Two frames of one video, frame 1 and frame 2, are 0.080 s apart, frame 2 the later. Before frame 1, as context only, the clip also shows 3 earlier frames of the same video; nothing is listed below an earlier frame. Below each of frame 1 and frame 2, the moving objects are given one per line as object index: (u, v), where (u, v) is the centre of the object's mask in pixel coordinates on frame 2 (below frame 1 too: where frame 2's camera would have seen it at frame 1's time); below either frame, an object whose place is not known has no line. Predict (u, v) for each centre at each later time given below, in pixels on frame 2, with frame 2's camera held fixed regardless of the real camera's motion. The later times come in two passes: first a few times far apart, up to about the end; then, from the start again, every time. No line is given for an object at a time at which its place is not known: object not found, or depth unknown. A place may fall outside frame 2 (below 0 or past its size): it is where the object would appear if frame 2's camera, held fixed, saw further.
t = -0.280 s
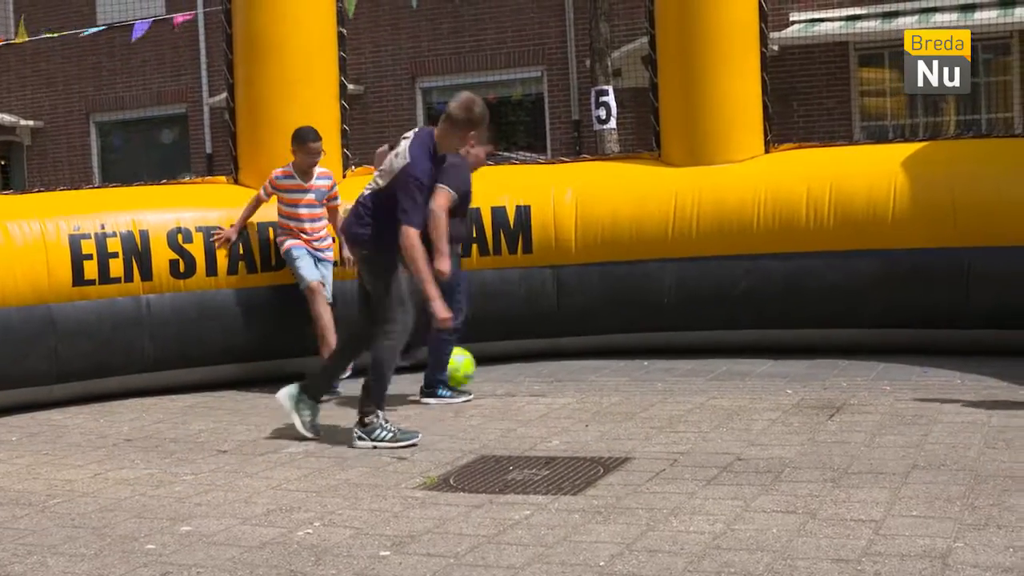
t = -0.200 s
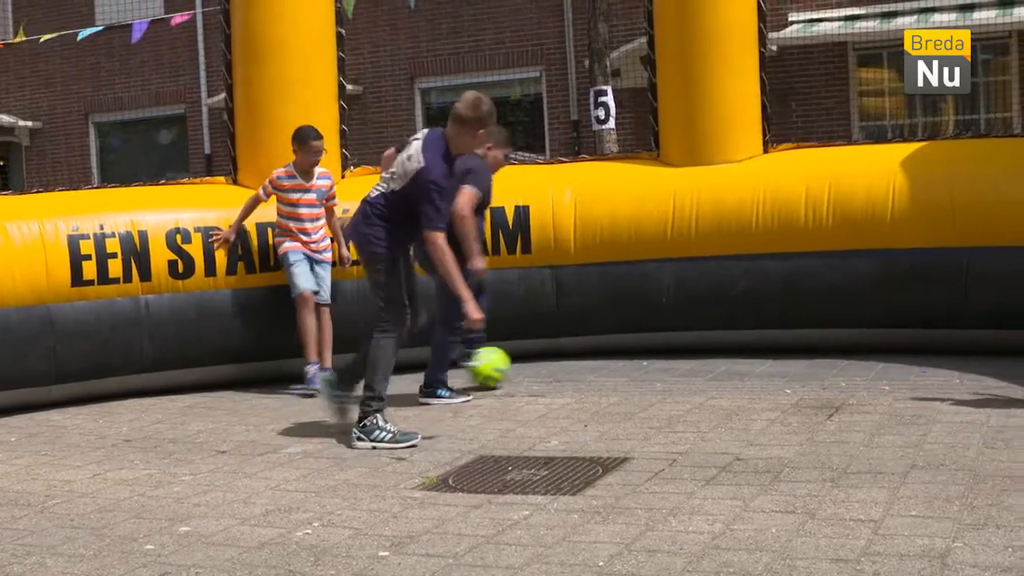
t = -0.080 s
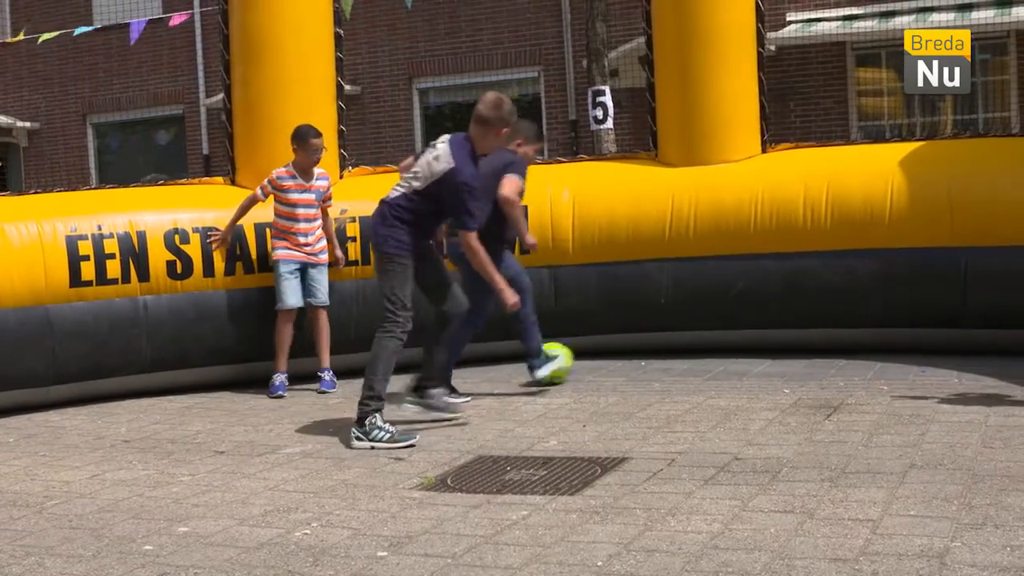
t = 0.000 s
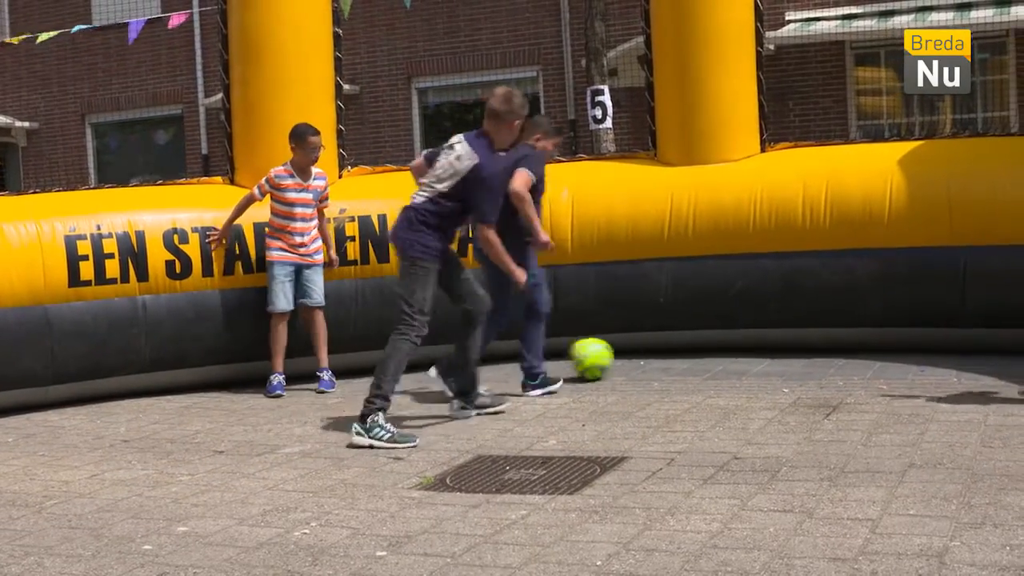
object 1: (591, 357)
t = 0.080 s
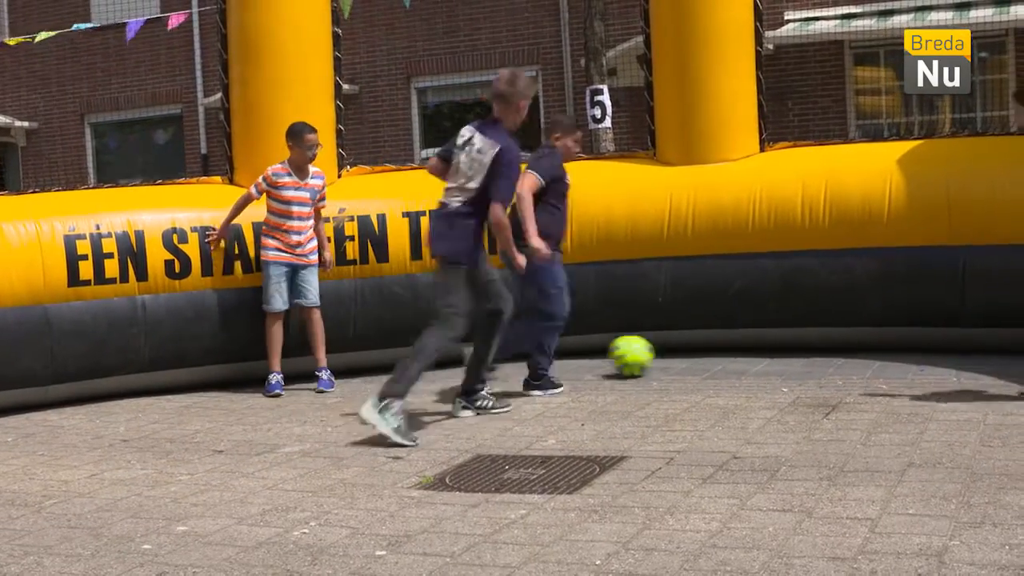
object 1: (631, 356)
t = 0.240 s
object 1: (712, 350)
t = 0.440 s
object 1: (811, 345)
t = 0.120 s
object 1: (652, 354)
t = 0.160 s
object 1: (671, 353)
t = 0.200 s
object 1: (691, 351)
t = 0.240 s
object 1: (712, 350)
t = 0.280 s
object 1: (732, 350)
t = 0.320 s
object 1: (752, 349)
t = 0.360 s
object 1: (772, 348)
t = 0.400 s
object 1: (792, 347)
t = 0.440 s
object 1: (811, 345)
